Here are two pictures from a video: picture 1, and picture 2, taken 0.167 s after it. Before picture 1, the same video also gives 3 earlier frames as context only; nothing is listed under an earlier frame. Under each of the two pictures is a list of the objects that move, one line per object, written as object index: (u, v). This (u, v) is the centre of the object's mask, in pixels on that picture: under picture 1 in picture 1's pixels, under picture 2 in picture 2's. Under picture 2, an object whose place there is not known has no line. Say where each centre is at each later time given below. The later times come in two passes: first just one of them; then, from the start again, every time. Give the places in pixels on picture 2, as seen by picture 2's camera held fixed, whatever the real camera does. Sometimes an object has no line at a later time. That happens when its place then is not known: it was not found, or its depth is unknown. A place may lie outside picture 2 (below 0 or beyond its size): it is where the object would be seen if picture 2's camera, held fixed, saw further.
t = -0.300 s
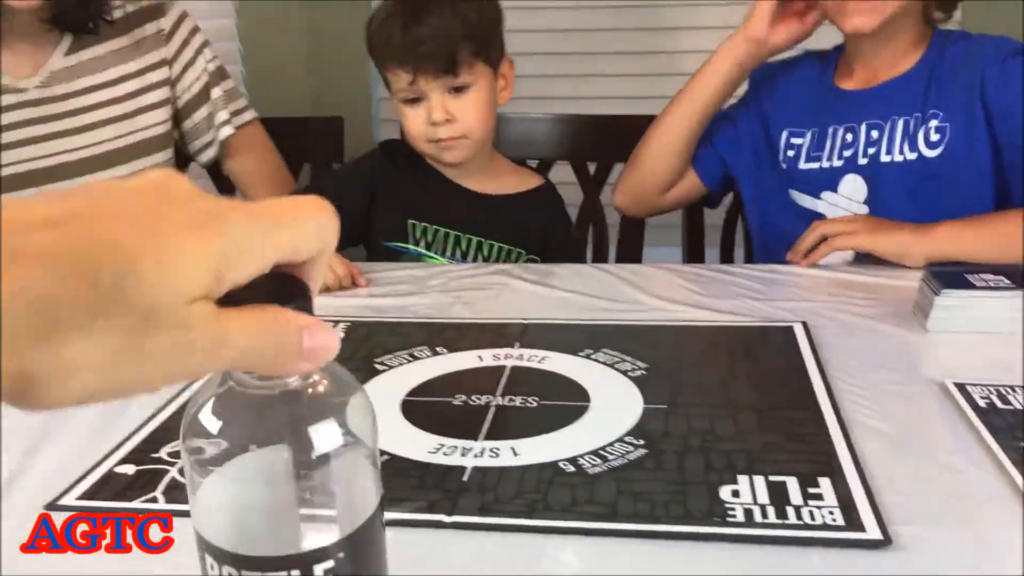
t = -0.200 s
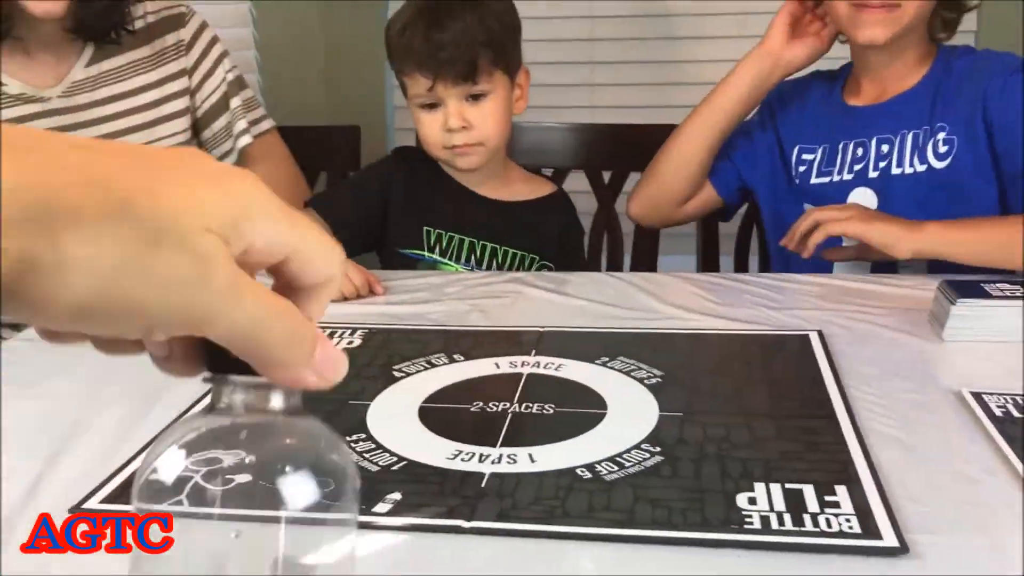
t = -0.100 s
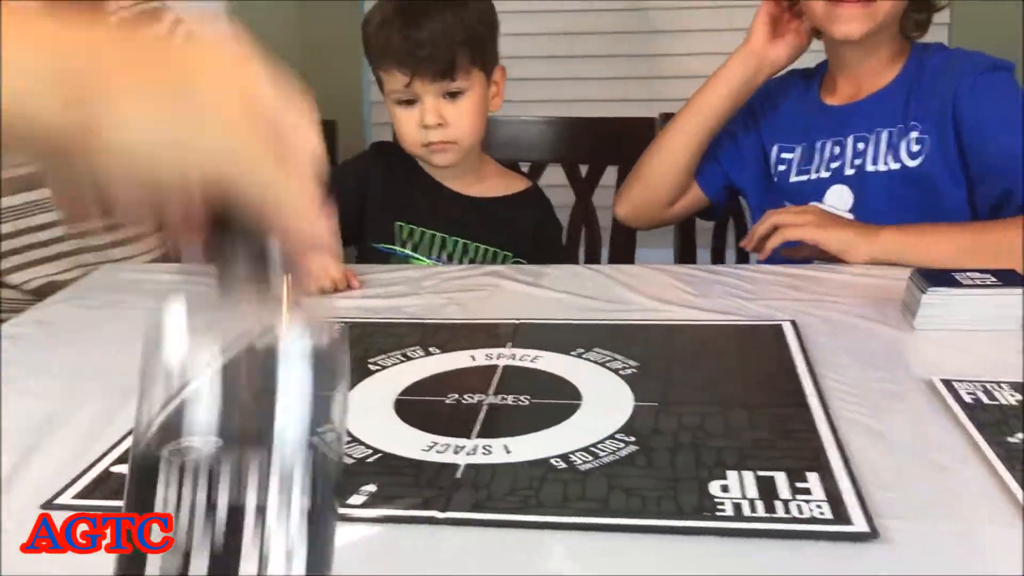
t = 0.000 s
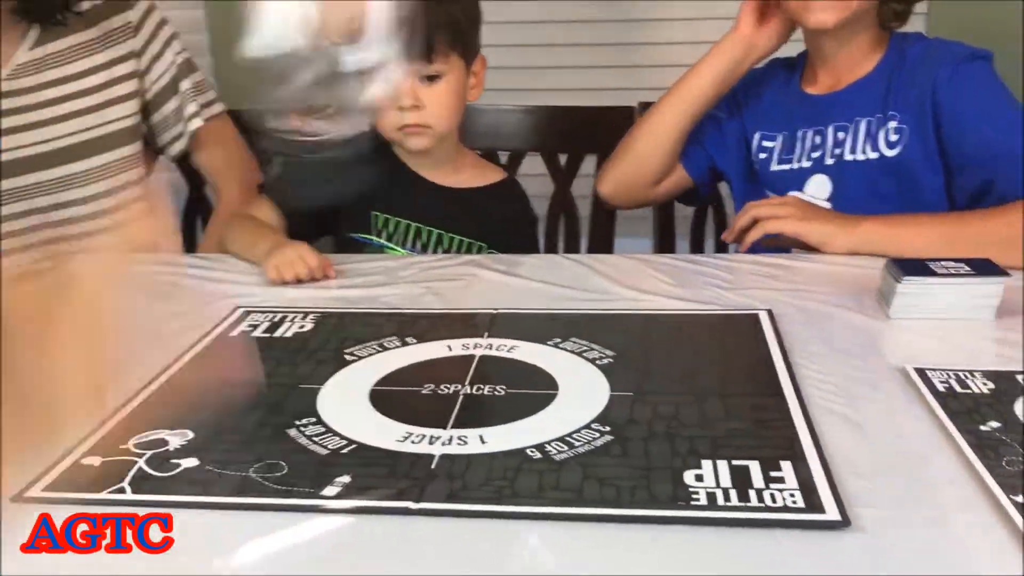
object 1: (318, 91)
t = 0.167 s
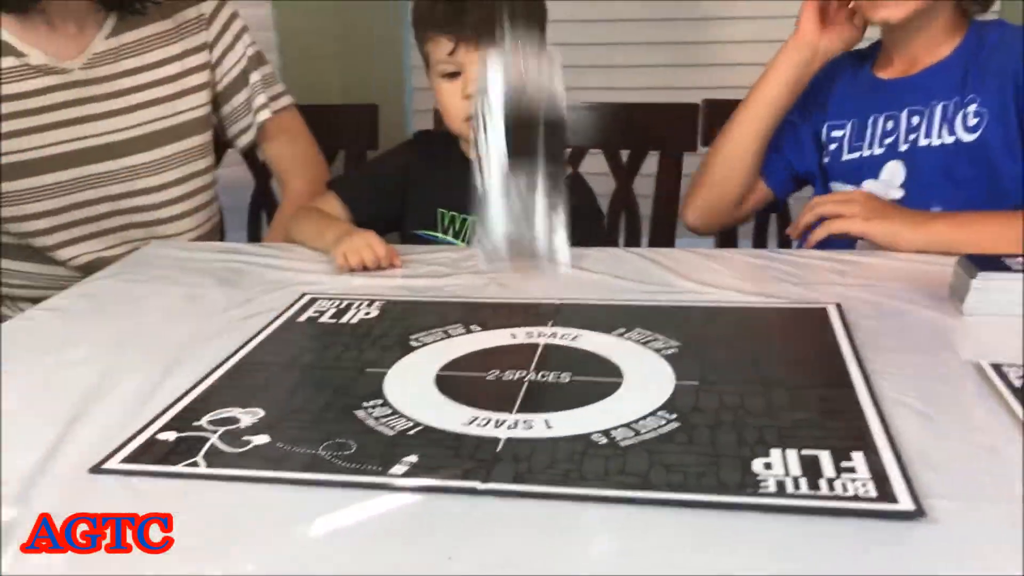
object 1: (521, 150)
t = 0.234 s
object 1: (546, 246)
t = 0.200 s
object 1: (540, 240)
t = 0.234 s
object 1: (546, 246)
